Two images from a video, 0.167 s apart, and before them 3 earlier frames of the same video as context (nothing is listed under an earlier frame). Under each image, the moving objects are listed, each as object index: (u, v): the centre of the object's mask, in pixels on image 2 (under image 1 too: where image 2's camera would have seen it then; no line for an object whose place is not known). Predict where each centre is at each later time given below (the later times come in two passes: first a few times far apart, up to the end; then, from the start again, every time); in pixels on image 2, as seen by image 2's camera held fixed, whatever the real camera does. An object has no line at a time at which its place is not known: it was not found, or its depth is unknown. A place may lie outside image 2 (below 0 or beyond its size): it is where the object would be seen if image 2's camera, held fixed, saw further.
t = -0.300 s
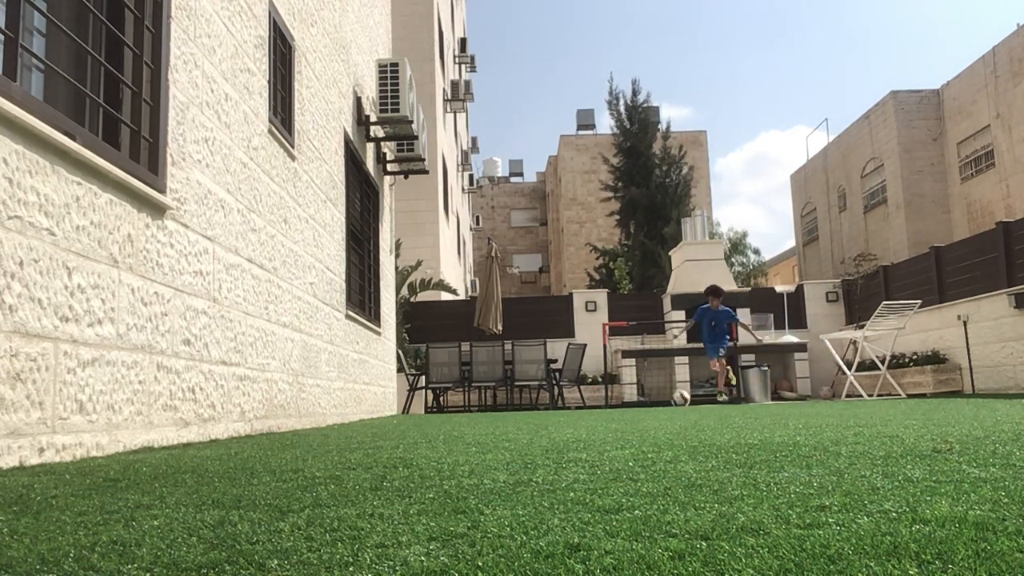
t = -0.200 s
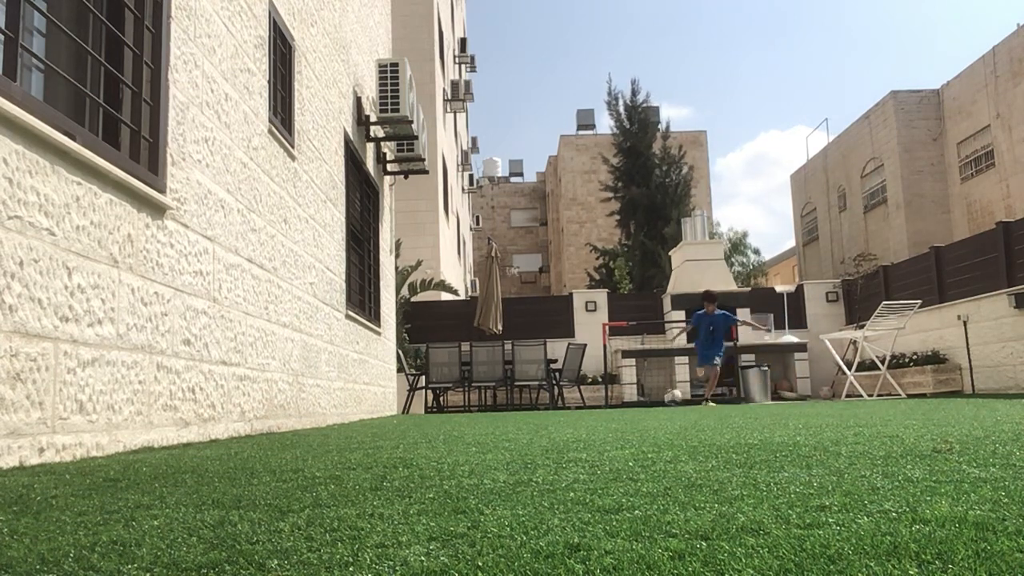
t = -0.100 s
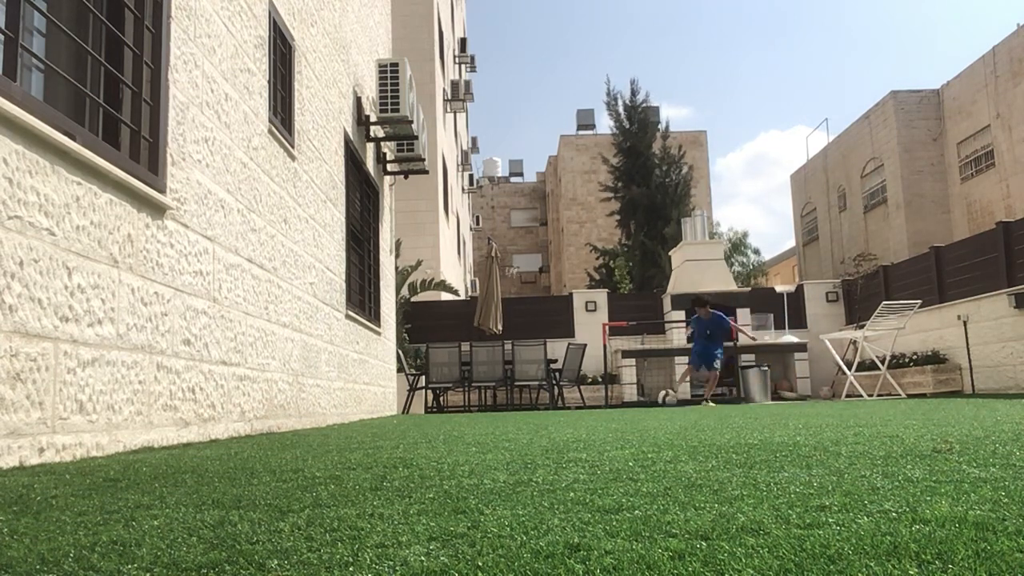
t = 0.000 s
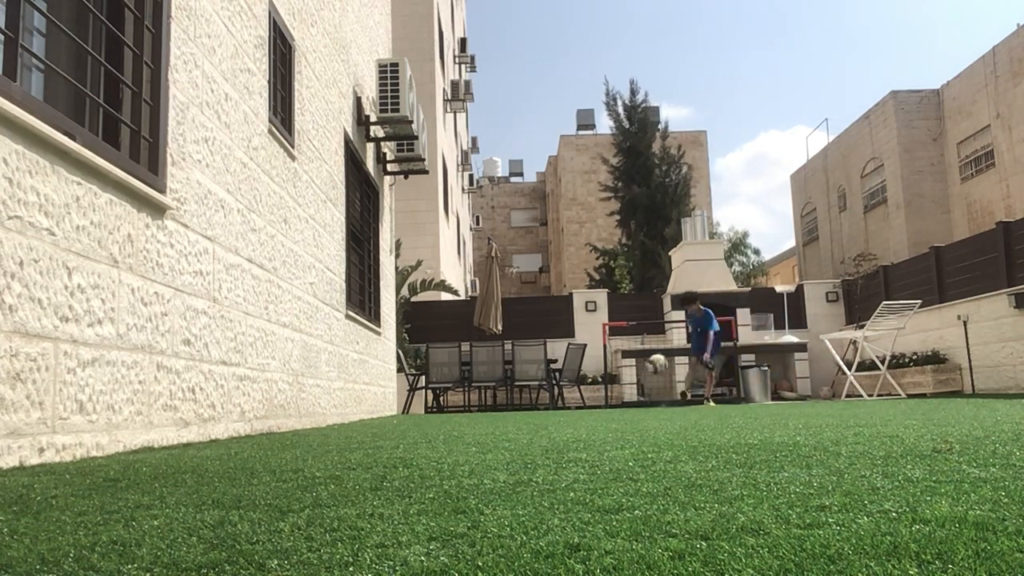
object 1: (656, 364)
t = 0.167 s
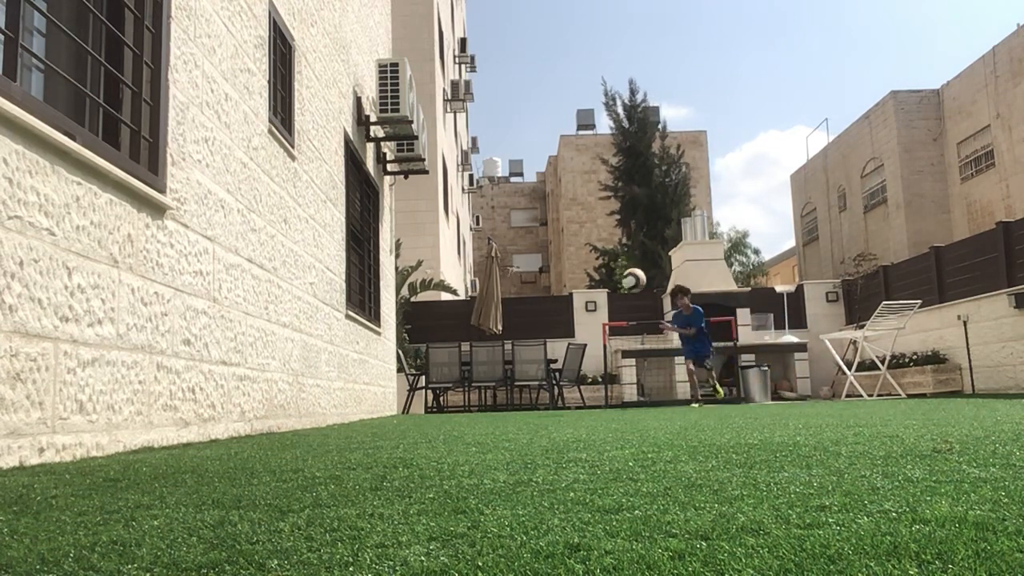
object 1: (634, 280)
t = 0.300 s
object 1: (611, 212)
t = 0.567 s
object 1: (527, 72)
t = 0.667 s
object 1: (462, 19)
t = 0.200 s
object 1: (629, 263)
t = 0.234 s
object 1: (623, 245)
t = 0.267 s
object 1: (617, 229)
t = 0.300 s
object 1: (611, 212)
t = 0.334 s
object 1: (604, 196)
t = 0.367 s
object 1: (596, 179)
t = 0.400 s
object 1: (588, 162)
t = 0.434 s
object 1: (578, 144)
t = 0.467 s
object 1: (569, 127)
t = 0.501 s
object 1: (557, 109)
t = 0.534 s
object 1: (543, 90)
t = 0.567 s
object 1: (527, 72)
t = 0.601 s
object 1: (509, 53)
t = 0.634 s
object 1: (487, 33)
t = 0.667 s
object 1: (462, 19)
